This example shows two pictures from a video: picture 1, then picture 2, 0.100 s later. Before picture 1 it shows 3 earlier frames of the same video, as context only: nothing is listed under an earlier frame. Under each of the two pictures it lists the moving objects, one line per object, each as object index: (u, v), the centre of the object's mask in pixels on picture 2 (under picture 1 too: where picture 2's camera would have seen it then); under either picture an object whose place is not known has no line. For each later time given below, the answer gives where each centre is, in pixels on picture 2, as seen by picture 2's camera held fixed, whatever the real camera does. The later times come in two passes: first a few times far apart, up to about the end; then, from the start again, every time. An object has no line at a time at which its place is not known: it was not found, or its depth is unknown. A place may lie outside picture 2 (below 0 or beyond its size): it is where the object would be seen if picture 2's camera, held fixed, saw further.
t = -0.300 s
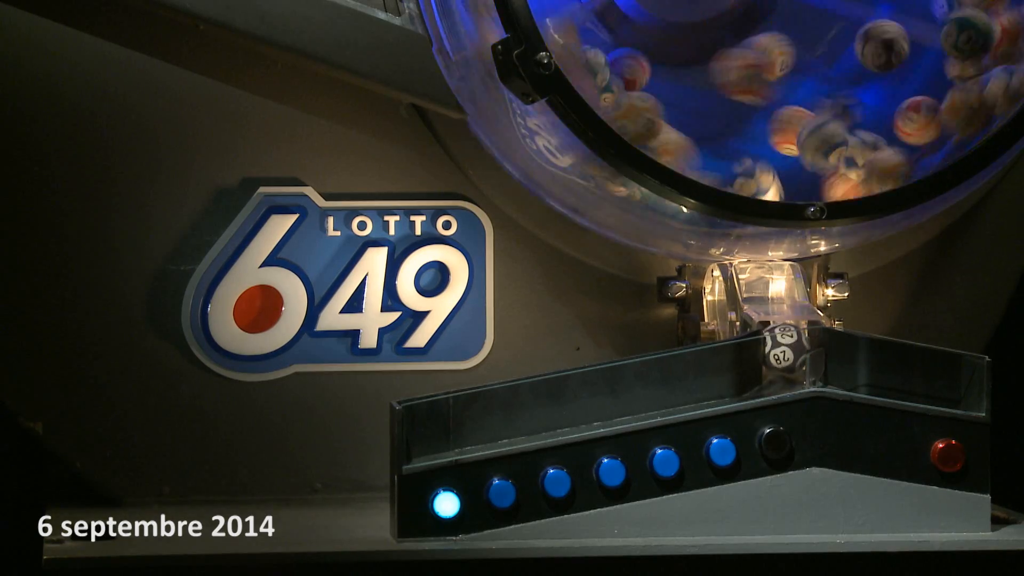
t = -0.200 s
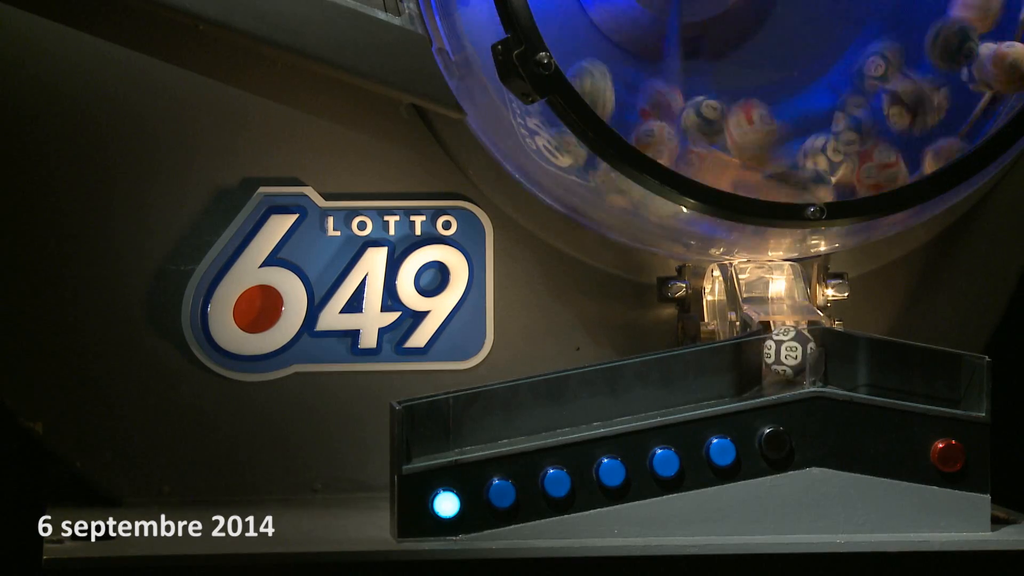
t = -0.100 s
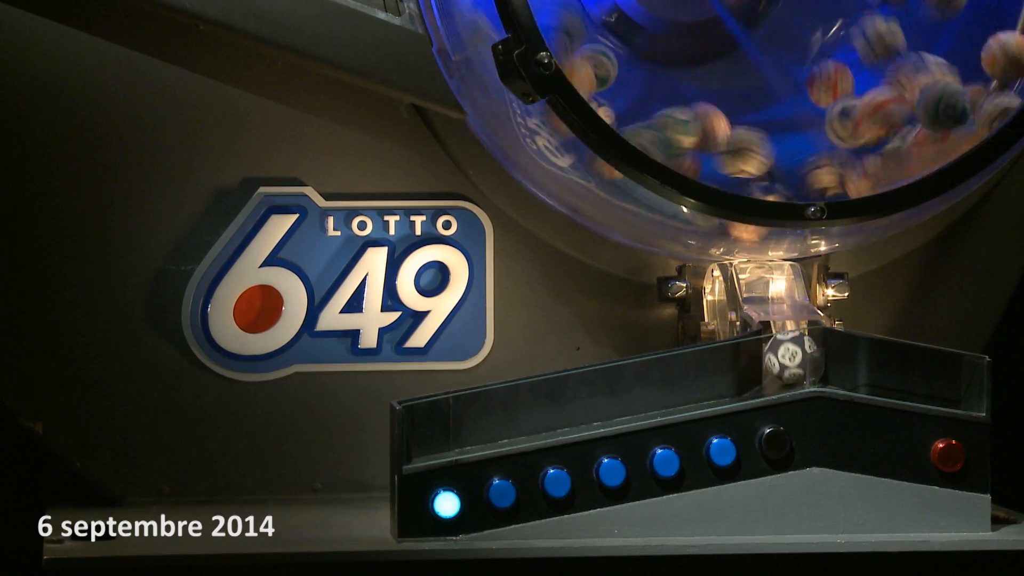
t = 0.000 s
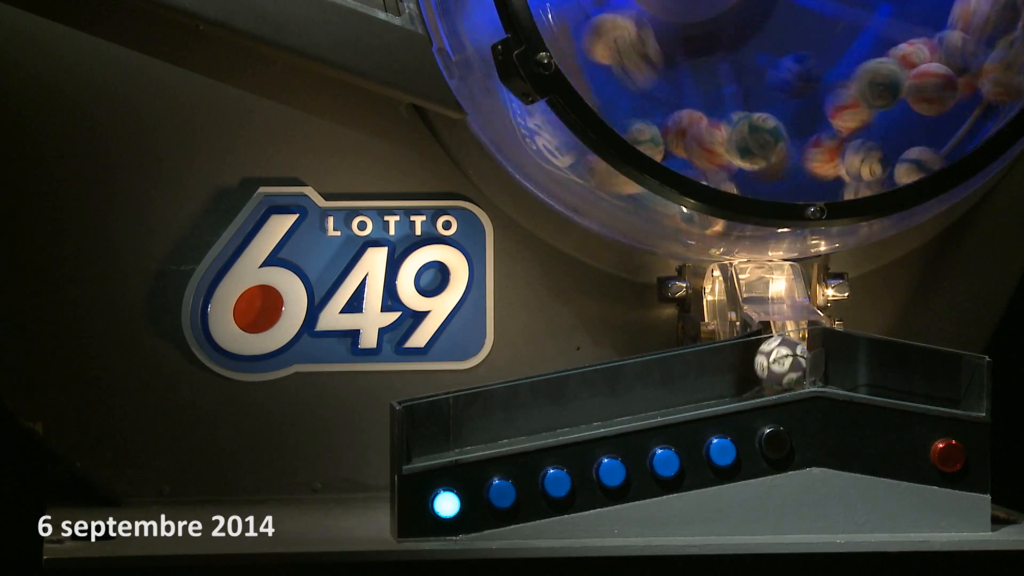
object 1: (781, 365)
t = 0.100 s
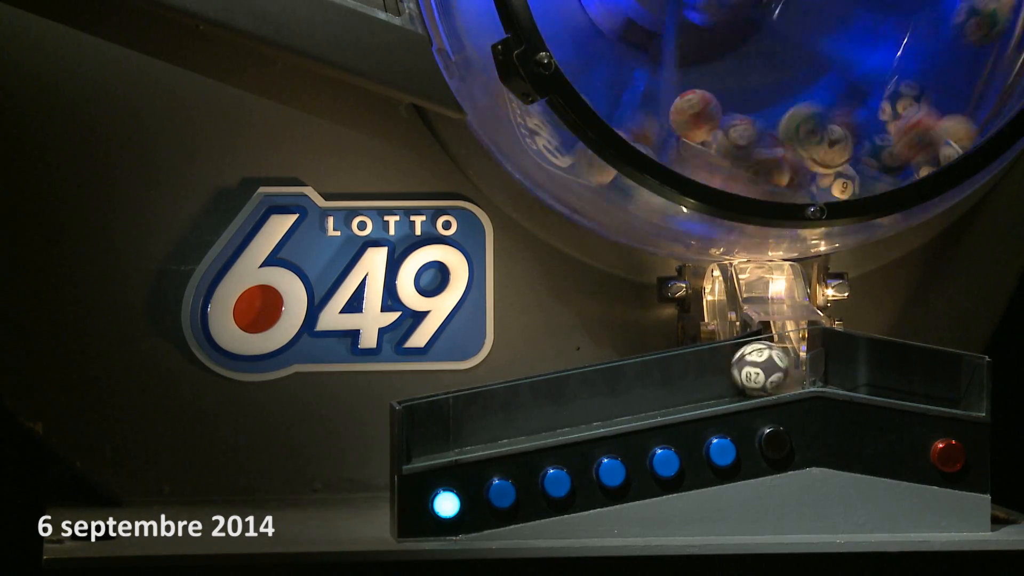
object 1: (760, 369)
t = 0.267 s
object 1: (722, 376)
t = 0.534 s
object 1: (620, 395)
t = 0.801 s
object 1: (434, 431)
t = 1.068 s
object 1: (533, 412)
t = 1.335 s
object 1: (539, 410)
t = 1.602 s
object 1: (455, 427)
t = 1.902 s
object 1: (471, 423)
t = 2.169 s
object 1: (436, 430)
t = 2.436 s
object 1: (435, 431)
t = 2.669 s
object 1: (432, 431)
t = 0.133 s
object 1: (749, 370)
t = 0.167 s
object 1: (741, 372)
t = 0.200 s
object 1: (736, 374)
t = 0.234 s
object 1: (730, 375)
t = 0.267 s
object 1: (722, 376)
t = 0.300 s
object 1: (713, 378)
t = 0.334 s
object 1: (703, 379)
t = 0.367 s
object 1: (693, 382)
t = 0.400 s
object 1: (681, 384)
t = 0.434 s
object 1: (668, 387)
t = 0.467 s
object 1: (654, 389)
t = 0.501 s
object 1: (637, 392)
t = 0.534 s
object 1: (620, 395)
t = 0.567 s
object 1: (601, 400)
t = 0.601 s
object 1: (581, 403)
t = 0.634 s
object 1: (559, 406)
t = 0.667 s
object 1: (536, 411)
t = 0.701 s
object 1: (511, 416)
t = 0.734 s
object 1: (485, 421)
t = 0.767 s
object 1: (458, 426)
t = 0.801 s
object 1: (434, 431)
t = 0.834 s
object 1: (451, 426)
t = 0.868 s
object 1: (469, 423)
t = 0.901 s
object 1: (482, 421)
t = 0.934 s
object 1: (496, 418)
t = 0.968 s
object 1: (507, 416)
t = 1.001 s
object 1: (517, 415)
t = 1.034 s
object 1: (526, 413)
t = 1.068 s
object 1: (533, 412)
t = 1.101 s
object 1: (539, 411)
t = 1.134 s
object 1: (543, 409)
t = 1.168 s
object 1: (546, 410)
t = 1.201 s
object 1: (547, 409)
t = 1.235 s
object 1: (547, 410)
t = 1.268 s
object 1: (546, 410)
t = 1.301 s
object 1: (543, 410)
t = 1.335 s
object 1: (539, 410)
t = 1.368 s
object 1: (533, 412)
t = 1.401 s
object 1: (527, 413)
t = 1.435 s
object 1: (518, 415)
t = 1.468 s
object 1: (508, 416)
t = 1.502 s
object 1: (497, 419)
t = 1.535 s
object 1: (485, 420)
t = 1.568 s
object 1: (470, 423)
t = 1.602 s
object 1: (455, 427)
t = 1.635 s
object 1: (438, 429)
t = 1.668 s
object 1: (436, 430)
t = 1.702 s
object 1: (446, 428)
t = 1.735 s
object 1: (456, 428)
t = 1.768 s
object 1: (462, 426)
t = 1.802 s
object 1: (467, 425)
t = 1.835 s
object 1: (470, 424)
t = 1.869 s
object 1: (471, 423)
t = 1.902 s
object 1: (471, 423)
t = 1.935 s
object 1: (469, 424)
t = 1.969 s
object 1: (465, 424)
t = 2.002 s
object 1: (460, 426)
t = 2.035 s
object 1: (452, 426)
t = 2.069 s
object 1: (444, 428)
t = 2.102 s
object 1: (436, 430)
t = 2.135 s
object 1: (432, 431)
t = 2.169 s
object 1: (436, 430)
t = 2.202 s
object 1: (440, 429)
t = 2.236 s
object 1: (441, 430)
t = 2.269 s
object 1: (441, 430)
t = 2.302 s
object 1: (440, 429)
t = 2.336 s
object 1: (437, 430)
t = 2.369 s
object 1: (433, 430)
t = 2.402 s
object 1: (433, 431)
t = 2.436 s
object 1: (435, 431)
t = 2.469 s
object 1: (435, 430)
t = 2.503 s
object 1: (435, 431)
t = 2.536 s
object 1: (432, 431)
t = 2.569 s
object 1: (432, 431)
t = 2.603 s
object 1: (433, 431)
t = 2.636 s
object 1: (433, 431)
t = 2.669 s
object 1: (432, 431)
